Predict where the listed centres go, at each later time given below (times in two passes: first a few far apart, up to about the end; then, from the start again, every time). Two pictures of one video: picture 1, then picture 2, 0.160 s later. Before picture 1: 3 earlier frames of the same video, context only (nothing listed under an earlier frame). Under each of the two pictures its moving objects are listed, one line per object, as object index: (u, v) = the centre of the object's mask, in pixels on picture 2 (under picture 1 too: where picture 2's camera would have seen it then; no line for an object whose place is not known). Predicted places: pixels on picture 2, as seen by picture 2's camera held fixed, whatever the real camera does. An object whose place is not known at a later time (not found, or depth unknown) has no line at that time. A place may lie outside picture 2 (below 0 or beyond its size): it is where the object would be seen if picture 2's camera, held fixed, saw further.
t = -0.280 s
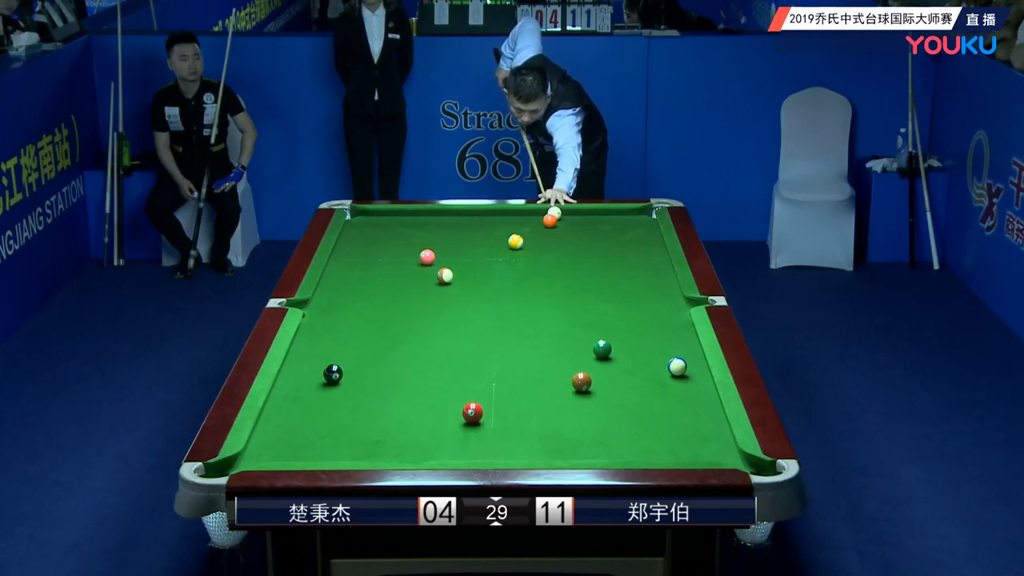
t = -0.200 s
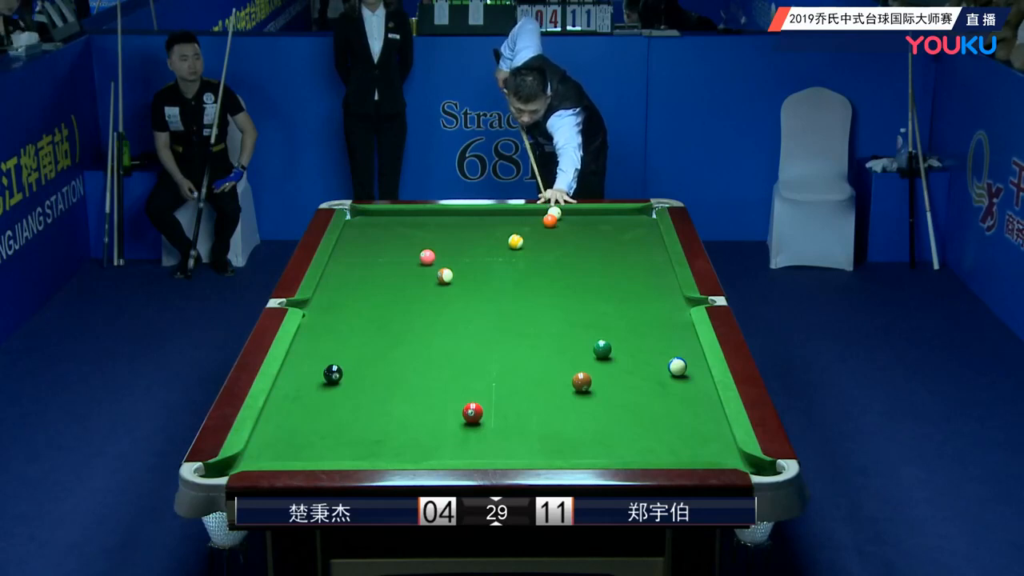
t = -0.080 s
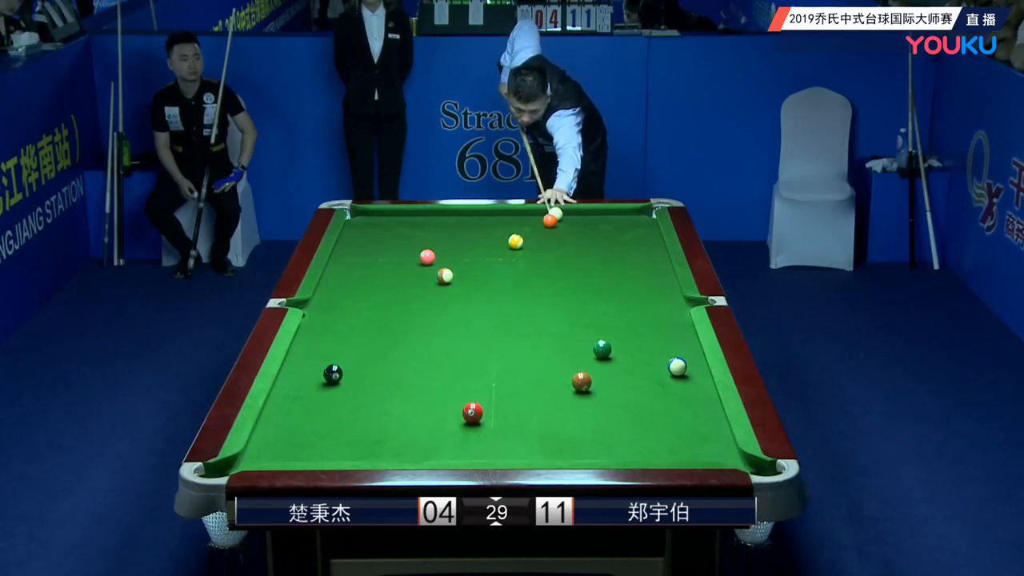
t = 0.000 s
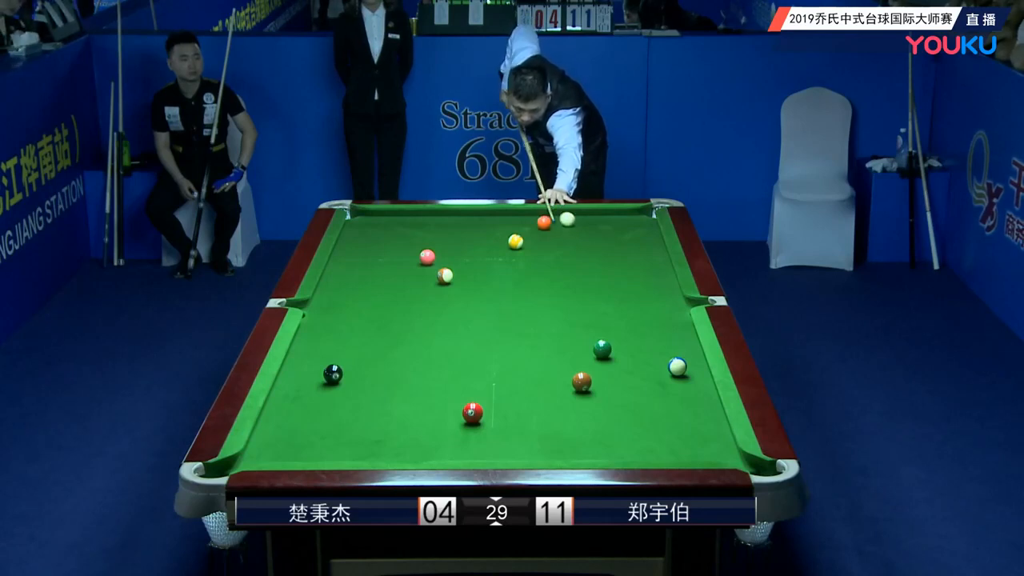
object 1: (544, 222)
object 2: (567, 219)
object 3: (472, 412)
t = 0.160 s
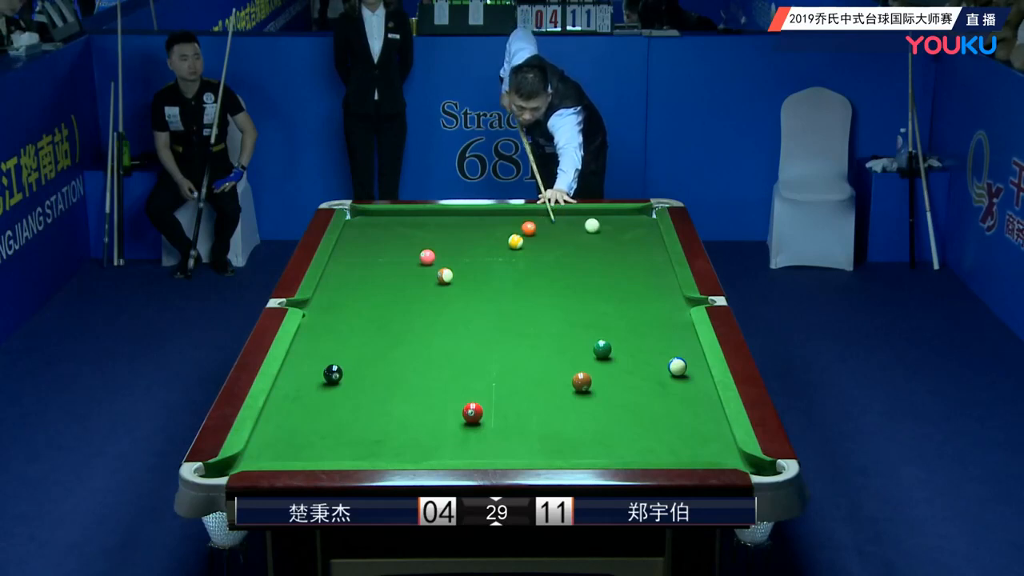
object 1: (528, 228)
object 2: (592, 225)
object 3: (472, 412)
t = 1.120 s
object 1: (442, 261)
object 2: (632, 266)
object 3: (472, 412)
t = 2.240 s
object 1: (349, 297)
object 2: (568, 321)
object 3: (472, 412)
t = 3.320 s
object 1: (337, 312)
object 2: (505, 372)
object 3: (472, 413)
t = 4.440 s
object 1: (365, 312)
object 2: (440, 413)
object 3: (477, 417)
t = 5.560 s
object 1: (366, 312)
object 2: (392, 428)
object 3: (482, 420)
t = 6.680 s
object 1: (366, 312)
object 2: (383, 431)
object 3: (482, 420)
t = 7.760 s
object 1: (366, 312)
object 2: (383, 431)
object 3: (482, 420)
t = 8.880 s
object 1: (366, 312)
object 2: (384, 431)
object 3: (482, 420)
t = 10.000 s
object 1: (366, 312)
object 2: (383, 431)
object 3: (482, 420)
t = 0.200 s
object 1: (525, 230)
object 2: (597, 227)
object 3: (472, 412)
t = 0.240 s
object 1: (522, 230)
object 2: (602, 228)
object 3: (472, 412)
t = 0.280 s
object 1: (518, 231)
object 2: (608, 230)
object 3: (472, 412)
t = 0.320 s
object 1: (514, 231)
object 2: (613, 231)
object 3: (472, 412)
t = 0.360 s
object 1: (509, 234)
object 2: (618, 233)
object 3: (472, 412)
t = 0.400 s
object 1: (505, 236)
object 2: (624, 234)
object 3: (472, 412)
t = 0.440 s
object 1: (502, 238)
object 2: (629, 236)
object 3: (472, 412)
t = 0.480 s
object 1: (499, 240)
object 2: (634, 237)
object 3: (472, 412)
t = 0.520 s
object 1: (496, 241)
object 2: (639, 239)
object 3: (472, 412)
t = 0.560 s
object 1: (492, 242)
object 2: (645, 240)
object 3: (472, 412)
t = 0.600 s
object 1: (488, 244)
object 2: (650, 242)
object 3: (472, 412)
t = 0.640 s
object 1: (485, 245)
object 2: (655, 243)
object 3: (472, 412)
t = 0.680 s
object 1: (481, 247)
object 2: (657, 245)
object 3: (472, 412)
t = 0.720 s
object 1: (478, 248)
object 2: (654, 247)
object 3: (472, 412)
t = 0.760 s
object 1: (474, 249)
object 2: (652, 249)
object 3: (472, 412)
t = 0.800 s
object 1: (471, 251)
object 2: (650, 251)
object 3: (472, 412)
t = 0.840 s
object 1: (467, 252)
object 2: (647, 253)
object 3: (472, 412)
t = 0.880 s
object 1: (463, 253)
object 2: (645, 255)
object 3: (472, 412)
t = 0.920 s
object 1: (460, 255)
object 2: (643, 257)
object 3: (472, 412)
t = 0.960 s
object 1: (456, 256)
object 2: (641, 258)
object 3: (472, 412)
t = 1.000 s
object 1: (453, 257)
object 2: (639, 260)
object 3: (472, 412)
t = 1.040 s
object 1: (449, 259)
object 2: (637, 262)
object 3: (472, 412)
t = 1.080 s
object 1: (446, 260)
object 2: (635, 264)
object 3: (472, 412)
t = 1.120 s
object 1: (442, 261)
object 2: (632, 266)
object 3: (472, 412)
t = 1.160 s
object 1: (439, 262)
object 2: (630, 268)
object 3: (472, 412)
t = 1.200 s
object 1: (435, 264)
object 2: (628, 270)
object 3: (472, 412)
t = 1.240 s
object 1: (432, 265)
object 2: (626, 272)
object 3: (472, 412)
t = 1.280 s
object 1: (428, 267)
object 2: (624, 274)
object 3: (472, 412)
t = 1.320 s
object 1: (425, 268)
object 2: (621, 276)
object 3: (472, 412)
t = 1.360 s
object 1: (421, 270)
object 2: (619, 278)
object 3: (472, 412)
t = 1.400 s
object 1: (418, 271)
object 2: (617, 280)
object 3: (472, 412)
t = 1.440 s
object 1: (415, 272)
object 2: (614, 282)
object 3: (472, 412)
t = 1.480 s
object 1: (411, 273)
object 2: (612, 284)
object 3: (472, 412)
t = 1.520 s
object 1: (408, 275)
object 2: (610, 286)
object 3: (472, 412)
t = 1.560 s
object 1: (405, 276)
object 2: (608, 288)
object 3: (472, 412)
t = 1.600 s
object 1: (401, 277)
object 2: (605, 290)
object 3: (472, 412)
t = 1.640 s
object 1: (398, 279)
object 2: (603, 291)
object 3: (472, 412)
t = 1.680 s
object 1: (395, 280)
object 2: (601, 293)
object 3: (472, 412)
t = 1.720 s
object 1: (391, 281)
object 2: (599, 296)
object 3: (472, 412)
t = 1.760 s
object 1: (388, 283)
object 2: (596, 297)
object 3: (472, 412)
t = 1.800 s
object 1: (385, 284)
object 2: (594, 299)
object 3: (472, 412)
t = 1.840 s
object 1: (381, 285)
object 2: (591, 301)
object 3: (472, 412)
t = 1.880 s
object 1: (378, 286)
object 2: (589, 303)
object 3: (472, 412)
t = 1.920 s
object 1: (375, 288)
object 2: (587, 305)
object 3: (472, 412)
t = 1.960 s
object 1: (372, 289)
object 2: (584, 307)
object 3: (472, 412)
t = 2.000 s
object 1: (368, 290)
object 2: (582, 309)
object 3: (472, 412)
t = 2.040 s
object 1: (365, 291)
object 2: (580, 311)
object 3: (472, 412)
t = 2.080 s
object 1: (362, 292)
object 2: (577, 313)
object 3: (472, 412)
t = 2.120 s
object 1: (359, 293)
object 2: (575, 315)
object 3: (472, 412)
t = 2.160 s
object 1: (356, 295)
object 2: (573, 317)
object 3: (472, 412)
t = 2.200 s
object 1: (353, 296)
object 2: (570, 319)
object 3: (472, 412)
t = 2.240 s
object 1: (349, 297)
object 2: (568, 321)
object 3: (472, 412)
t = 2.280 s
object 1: (346, 298)
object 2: (566, 323)
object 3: (472, 412)
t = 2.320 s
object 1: (343, 300)
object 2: (563, 325)
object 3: (472, 412)
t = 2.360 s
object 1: (340, 301)
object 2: (561, 327)
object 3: (472, 412)
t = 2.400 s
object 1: (337, 302)
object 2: (559, 329)
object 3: (472, 412)
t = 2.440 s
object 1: (334, 303)
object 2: (556, 331)
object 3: (472, 412)
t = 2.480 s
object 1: (331, 304)
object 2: (554, 333)
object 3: (472, 412)
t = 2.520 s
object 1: (328, 305)
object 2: (551, 335)
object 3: (472, 412)
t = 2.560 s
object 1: (325, 306)
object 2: (549, 336)
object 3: (472, 412)
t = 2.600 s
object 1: (322, 307)
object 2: (546, 338)
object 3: (472, 412)
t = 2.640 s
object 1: (319, 309)
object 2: (544, 340)
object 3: (472, 412)
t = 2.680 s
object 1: (317, 310)
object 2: (542, 342)
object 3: (472, 412)
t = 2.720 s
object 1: (314, 311)
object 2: (539, 344)
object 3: (472, 412)
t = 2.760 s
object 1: (311, 312)
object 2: (537, 346)
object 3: (472, 412)
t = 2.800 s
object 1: (310, 313)
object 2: (535, 348)
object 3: (472, 412)
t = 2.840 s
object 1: (312, 312)
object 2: (532, 350)
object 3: (472, 412)
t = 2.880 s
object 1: (315, 312)
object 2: (530, 352)
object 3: (472, 412)
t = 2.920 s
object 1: (317, 312)
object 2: (528, 353)
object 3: (472, 412)
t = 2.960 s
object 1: (319, 313)
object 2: (525, 355)
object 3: (472, 412)
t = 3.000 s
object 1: (321, 312)
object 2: (523, 357)
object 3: (472, 412)
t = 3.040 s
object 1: (323, 312)
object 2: (521, 359)
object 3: (472, 412)
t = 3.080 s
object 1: (326, 312)
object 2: (518, 361)
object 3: (472, 412)
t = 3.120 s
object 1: (328, 312)
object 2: (517, 363)
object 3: (472, 412)
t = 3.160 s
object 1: (329, 312)
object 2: (514, 365)
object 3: (472, 413)
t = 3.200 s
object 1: (331, 312)
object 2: (512, 367)
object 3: (472, 413)
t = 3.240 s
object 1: (333, 312)
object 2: (509, 369)
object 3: (472, 413)
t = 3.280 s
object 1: (335, 312)
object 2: (507, 370)
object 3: (472, 413)
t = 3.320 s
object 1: (337, 312)
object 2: (505, 372)
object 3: (472, 413)
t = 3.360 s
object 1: (339, 312)
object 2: (502, 374)
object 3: (472, 413)
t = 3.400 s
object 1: (340, 312)
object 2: (500, 376)
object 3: (472, 413)
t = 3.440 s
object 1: (342, 312)
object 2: (498, 378)
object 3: (472, 413)
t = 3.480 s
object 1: (343, 312)
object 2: (496, 380)
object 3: (472, 413)
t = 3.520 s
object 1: (345, 312)
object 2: (494, 381)
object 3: (472, 413)
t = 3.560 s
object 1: (346, 312)
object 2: (491, 383)
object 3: (472, 412)
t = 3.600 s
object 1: (348, 312)
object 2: (489, 385)
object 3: (472, 413)
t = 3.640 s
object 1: (349, 312)
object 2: (487, 387)
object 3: (472, 413)
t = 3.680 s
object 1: (350, 312)
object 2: (485, 388)
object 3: (472, 413)
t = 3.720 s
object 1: (351, 312)
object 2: (483, 390)
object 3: (472, 412)
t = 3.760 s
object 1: (353, 312)
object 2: (480, 392)
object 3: (472, 413)
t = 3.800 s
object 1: (354, 312)
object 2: (479, 393)
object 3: (472, 413)
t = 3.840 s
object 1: (355, 312)
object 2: (477, 394)
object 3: (472, 413)
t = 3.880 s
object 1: (356, 312)
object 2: (474, 395)
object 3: (472, 413)
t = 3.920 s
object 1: (357, 312)
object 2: (472, 396)
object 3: (472, 413)
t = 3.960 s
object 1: (358, 312)
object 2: (470, 397)
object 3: (472, 413)
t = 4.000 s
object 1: (359, 312)
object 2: (467, 399)
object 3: (472, 413)
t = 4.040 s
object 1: (360, 312)
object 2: (464, 401)
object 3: (472, 413)
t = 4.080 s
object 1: (360, 313)
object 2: (461, 403)
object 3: (472, 413)
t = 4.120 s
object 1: (361, 312)
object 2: (459, 405)
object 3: (473, 413)
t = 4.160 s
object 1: (362, 312)
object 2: (457, 407)
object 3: (473, 413)
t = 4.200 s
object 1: (362, 312)
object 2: (455, 408)
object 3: (474, 414)
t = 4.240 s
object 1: (363, 312)
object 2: (453, 409)
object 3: (474, 415)
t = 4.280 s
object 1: (363, 312)
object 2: (450, 410)
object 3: (475, 415)
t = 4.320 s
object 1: (364, 312)
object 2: (448, 411)
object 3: (476, 415)
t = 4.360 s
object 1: (364, 312)
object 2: (445, 411)
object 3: (476, 416)
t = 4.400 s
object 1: (365, 312)
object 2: (443, 412)
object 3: (477, 416)
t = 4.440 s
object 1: (365, 312)
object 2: (440, 413)
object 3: (477, 417)
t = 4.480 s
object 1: (366, 312)
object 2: (438, 414)
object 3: (478, 417)
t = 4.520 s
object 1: (366, 312)
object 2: (436, 415)
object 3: (478, 418)
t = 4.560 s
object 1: (366, 312)
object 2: (433, 415)
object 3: (479, 418)
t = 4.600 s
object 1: (366, 312)
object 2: (431, 416)
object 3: (479, 418)
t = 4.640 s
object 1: (366, 312)
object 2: (429, 416)
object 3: (479, 419)
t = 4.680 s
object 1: (366, 312)
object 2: (427, 417)
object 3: (480, 419)
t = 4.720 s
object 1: (366, 312)
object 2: (424, 418)
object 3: (480, 419)
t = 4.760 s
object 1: (366, 312)
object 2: (422, 419)
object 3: (480, 420)
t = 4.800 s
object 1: (366, 312)
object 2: (420, 420)
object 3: (480, 420)
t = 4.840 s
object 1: (366, 312)
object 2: (418, 420)
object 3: (480, 420)
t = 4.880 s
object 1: (366, 312)
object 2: (416, 421)
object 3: (481, 420)
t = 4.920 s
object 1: (366, 312)
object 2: (414, 421)
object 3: (481, 420)
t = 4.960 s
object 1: (366, 312)
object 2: (412, 422)
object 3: (481, 420)
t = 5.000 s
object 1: (366, 312)
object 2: (411, 422)
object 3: (481, 420)
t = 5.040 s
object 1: (366, 312)
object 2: (409, 423)
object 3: (481, 420)
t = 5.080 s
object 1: (366, 312)
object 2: (407, 423)
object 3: (481, 420)
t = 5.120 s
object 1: (366, 312)
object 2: (405, 424)
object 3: (482, 420)
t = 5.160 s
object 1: (366, 312)
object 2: (404, 424)
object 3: (482, 420)
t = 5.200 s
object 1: (366, 312)
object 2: (403, 425)
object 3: (482, 420)
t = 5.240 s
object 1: (366, 312)
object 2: (401, 425)
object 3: (482, 420)
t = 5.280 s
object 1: (366, 312)
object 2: (400, 426)
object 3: (482, 420)
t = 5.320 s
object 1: (366, 312)
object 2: (398, 426)
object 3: (482, 420)
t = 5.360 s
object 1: (366, 312)
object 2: (397, 427)
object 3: (482, 420)
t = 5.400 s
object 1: (366, 312)
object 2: (396, 427)
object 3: (482, 420)
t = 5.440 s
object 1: (366, 312)
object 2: (394, 428)
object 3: (482, 420)
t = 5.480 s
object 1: (366, 312)
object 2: (394, 428)
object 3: (482, 420)
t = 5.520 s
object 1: (366, 312)
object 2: (392, 428)
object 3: (482, 420)
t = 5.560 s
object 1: (366, 312)
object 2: (392, 428)
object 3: (482, 420)
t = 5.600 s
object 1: (366, 312)
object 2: (391, 429)
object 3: (482, 420)
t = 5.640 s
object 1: (366, 312)
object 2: (390, 429)
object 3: (482, 420)
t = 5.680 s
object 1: (366, 312)
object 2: (389, 430)
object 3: (482, 420)
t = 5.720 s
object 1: (366, 312)
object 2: (388, 429)
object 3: (482, 420)
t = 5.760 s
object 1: (366, 312)
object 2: (387, 430)
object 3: (482, 420)
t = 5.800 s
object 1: (366, 312)
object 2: (387, 430)
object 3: (482, 420)
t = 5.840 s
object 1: (366, 312)
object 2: (386, 431)
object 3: (482, 420)
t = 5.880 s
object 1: (366, 312)
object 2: (385, 431)
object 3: (482, 420)
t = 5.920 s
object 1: (366, 312)
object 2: (385, 431)
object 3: (482, 420)
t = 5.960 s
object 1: (366, 312)
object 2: (384, 431)
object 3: (482, 420)
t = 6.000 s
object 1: (366, 312)
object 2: (384, 431)
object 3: (482, 420)
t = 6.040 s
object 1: (366, 312)
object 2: (384, 431)
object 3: (482, 420)
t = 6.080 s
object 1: (366, 312)
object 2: (384, 431)
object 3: (482, 420)
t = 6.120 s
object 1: (366, 312)
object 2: (384, 431)
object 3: (482, 420)
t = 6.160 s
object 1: (366, 312)
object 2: (383, 431)
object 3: (482, 420)
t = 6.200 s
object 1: (366, 312)
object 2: (383, 431)
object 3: (482, 420)
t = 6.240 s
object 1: (366, 312)
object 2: (383, 431)
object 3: (482, 420)
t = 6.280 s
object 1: (366, 312)
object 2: (383, 431)
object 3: (482, 420)
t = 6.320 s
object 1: (366, 312)
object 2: (383, 431)
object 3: (482, 420)
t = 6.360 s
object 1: (366, 312)
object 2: (383, 431)
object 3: (482, 420)
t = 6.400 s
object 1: (366, 312)
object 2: (383, 431)
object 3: (482, 420)
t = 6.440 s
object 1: (366, 312)
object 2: (383, 431)
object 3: (482, 420)
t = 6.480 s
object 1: (366, 312)
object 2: (383, 431)
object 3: (482, 420)
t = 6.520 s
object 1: (366, 312)
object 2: (383, 431)
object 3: (482, 420)
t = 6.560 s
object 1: (366, 312)
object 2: (383, 431)
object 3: (482, 420)
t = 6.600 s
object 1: (366, 312)
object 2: (383, 431)
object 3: (482, 420)
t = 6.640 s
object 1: (366, 312)
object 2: (383, 431)
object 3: (482, 420)
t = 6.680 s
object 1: (366, 312)
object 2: (383, 431)
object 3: (482, 420)
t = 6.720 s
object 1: (366, 312)
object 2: (383, 431)
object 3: (482, 420)
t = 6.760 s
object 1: (366, 312)
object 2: (383, 431)
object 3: (482, 420)
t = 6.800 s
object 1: (366, 312)
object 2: (383, 431)
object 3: (482, 420)
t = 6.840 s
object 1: (366, 312)
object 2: (383, 431)
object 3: (482, 420)
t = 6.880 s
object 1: (366, 312)
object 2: (383, 431)
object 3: (482, 420)
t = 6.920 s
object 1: (366, 312)
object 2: (383, 431)
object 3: (482, 420)
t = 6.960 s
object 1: (366, 312)
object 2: (383, 431)
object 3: (482, 420)
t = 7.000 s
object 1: (366, 312)
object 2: (383, 431)
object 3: (482, 420)
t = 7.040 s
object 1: (366, 312)
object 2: (383, 431)
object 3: (482, 420)
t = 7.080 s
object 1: (366, 312)
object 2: (383, 431)
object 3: (482, 420)
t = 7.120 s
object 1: (366, 312)
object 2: (383, 431)
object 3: (482, 420)
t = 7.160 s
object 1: (366, 312)
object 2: (383, 431)
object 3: (482, 420)
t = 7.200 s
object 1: (366, 312)
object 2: (383, 431)
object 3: (482, 420)
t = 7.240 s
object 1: (366, 312)
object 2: (383, 431)
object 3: (482, 420)
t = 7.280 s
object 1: (366, 312)
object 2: (383, 431)
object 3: (482, 420)
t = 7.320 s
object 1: (366, 312)
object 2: (383, 431)
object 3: (482, 420)
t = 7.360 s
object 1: (366, 312)
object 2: (383, 431)
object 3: (482, 420)
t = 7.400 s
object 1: (366, 312)
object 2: (383, 431)
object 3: (482, 420)
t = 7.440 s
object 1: (366, 312)
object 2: (383, 431)
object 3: (482, 420)
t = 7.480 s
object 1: (366, 312)
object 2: (383, 431)
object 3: (482, 420)
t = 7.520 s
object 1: (366, 312)
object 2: (383, 431)
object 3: (482, 420)
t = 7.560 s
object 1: (366, 312)
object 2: (383, 431)
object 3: (482, 420)
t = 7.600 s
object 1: (366, 312)
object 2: (383, 431)
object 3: (482, 420)
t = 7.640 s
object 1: (366, 312)
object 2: (383, 431)
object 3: (482, 420)
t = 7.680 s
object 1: (366, 312)
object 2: (383, 431)
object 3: (481, 420)
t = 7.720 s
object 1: (366, 312)
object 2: (383, 431)
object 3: (482, 420)
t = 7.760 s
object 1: (366, 312)
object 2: (383, 431)
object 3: (482, 420)
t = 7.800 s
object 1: (366, 312)
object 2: (383, 431)
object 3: (482, 420)
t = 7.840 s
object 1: (366, 312)
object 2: (383, 431)
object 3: (482, 420)
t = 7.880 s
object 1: (366, 312)
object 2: (383, 431)
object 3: (482, 420)
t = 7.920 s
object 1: (366, 312)
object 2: (383, 431)
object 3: (482, 420)
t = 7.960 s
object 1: (366, 312)
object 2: (383, 431)
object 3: (482, 420)
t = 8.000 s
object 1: (366, 312)
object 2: (383, 431)
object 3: (482, 420)
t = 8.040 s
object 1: (366, 312)
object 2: (383, 431)
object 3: (482, 420)
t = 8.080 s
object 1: (366, 312)
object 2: (383, 431)
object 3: (482, 420)
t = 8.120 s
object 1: (366, 312)
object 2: (383, 431)
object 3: (482, 420)
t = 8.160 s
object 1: (366, 312)
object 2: (383, 431)
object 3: (482, 420)
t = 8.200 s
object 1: (366, 312)
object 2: (383, 431)
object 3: (482, 420)
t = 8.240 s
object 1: (366, 312)
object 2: (383, 431)
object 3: (482, 420)
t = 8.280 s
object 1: (366, 312)
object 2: (383, 431)
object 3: (482, 420)
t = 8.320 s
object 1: (366, 312)
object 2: (384, 431)
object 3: (482, 420)
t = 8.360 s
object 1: (366, 312)
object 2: (384, 431)
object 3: (482, 420)
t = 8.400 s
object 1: (366, 312)
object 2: (383, 431)
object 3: (482, 420)
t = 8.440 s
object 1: (366, 312)
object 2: (384, 431)
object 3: (482, 420)
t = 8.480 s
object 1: (366, 312)
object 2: (384, 431)
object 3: (482, 420)
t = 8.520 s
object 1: (366, 312)
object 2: (383, 431)
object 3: (482, 420)
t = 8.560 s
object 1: (366, 312)
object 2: (383, 431)
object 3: (482, 420)
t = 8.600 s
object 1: (366, 312)
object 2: (383, 431)
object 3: (482, 420)
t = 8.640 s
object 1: (366, 312)
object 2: (383, 431)
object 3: (482, 420)
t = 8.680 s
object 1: (366, 312)
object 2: (384, 431)
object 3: (482, 420)
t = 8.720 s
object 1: (366, 312)
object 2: (384, 431)
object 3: (482, 420)
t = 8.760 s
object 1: (366, 312)
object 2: (384, 431)
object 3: (482, 420)
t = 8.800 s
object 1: (366, 312)
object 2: (384, 431)
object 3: (482, 420)
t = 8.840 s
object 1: (366, 312)
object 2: (384, 431)
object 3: (482, 420)
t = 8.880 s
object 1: (366, 312)
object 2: (384, 431)
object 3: (482, 420)
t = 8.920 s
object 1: (366, 312)
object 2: (383, 431)
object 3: (482, 420)
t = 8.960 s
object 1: (366, 312)
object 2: (383, 431)
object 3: (482, 420)
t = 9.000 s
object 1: (366, 312)
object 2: (383, 431)
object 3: (482, 420)
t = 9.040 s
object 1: (366, 312)
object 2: (384, 431)
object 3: (482, 420)
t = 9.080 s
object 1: (366, 312)
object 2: (384, 431)
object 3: (482, 420)
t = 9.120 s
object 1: (366, 312)
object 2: (384, 431)
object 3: (482, 420)
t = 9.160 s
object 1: (366, 312)
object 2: (384, 431)
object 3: (482, 420)
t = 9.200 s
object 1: (366, 312)
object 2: (384, 431)
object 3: (482, 420)
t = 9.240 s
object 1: (366, 312)
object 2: (384, 431)
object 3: (482, 420)
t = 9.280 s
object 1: (366, 312)
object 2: (383, 431)
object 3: (482, 420)
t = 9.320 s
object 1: (366, 312)
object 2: (383, 431)
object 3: (482, 420)
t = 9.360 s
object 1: (366, 312)
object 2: (383, 431)
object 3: (482, 420)
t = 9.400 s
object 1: (366, 312)
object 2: (384, 431)
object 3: (482, 420)
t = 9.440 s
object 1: (366, 312)
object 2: (384, 431)
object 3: (482, 420)
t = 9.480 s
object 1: (366, 312)
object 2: (383, 431)
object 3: (482, 420)
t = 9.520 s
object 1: (366, 312)
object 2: (383, 431)
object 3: (482, 420)
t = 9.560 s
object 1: (366, 312)
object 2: (384, 431)
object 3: (482, 420)
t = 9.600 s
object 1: (366, 312)
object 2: (383, 431)
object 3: (482, 420)
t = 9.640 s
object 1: (366, 312)
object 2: (383, 431)
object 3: (482, 420)
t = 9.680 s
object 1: (366, 312)
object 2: (383, 431)
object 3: (482, 420)
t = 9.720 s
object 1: (366, 312)
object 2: (383, 431)
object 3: (482, 420)
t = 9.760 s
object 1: (366, 312)
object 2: (383, 431)
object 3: (482, 420)
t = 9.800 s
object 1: (366, 312)
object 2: (383, 431)
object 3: (482, 420)
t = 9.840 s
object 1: (366, 312)
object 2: (383, 431)
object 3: (482, 420)
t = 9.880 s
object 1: (366, 312)
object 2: (383, 431)
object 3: (482, 420)
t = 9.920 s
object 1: (366, 312)
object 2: (383, 431)
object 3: (482, 420)
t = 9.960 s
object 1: (366, 312)
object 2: (383, 431)
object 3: (482, 420)
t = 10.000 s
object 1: (366, 312)
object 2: (383, 431)
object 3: (482, 420)
